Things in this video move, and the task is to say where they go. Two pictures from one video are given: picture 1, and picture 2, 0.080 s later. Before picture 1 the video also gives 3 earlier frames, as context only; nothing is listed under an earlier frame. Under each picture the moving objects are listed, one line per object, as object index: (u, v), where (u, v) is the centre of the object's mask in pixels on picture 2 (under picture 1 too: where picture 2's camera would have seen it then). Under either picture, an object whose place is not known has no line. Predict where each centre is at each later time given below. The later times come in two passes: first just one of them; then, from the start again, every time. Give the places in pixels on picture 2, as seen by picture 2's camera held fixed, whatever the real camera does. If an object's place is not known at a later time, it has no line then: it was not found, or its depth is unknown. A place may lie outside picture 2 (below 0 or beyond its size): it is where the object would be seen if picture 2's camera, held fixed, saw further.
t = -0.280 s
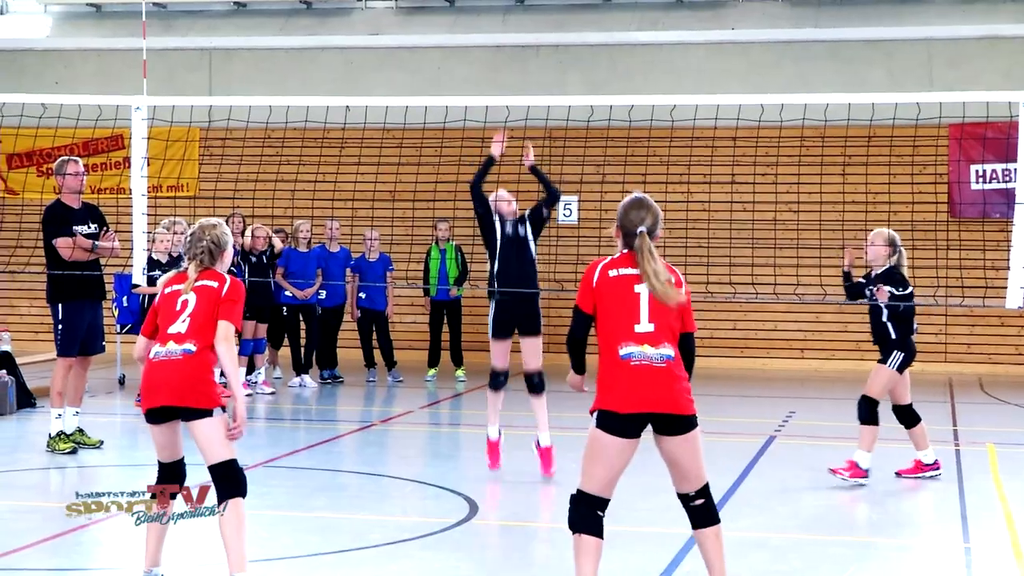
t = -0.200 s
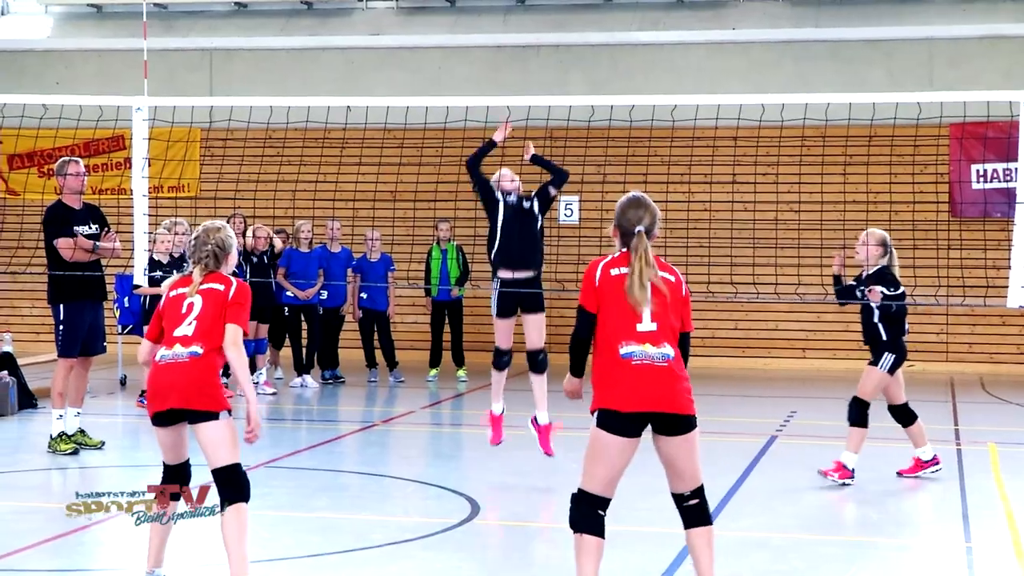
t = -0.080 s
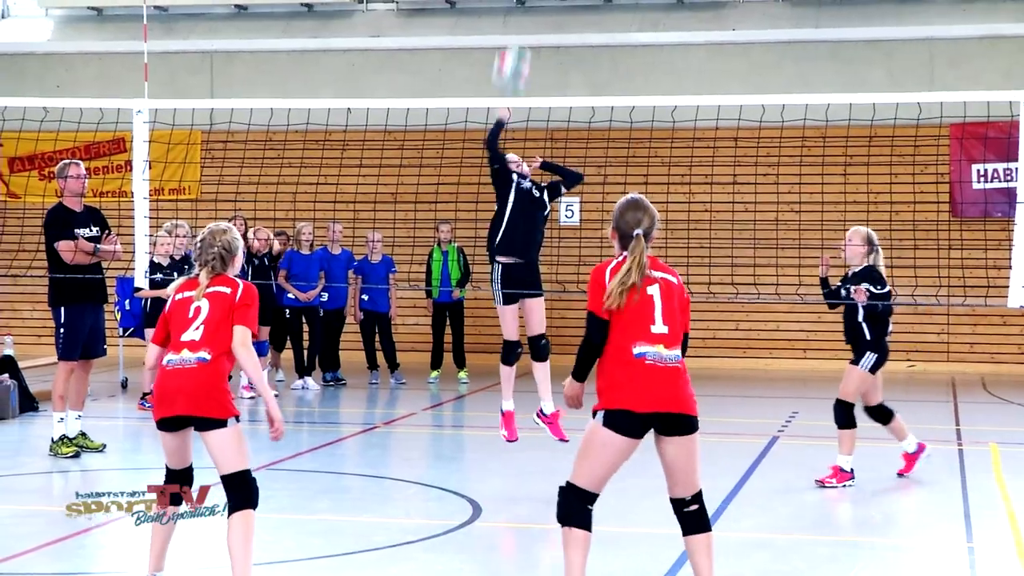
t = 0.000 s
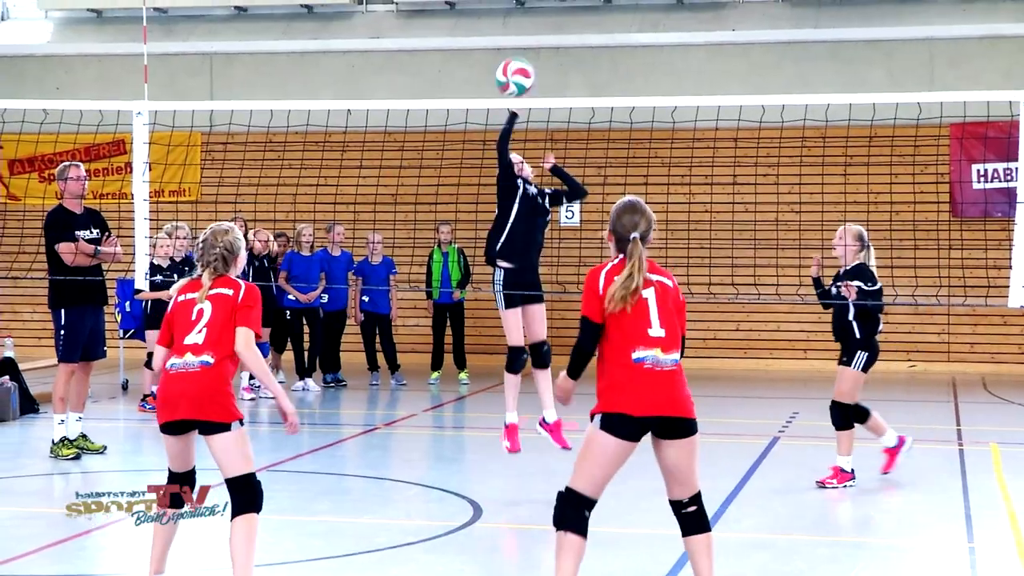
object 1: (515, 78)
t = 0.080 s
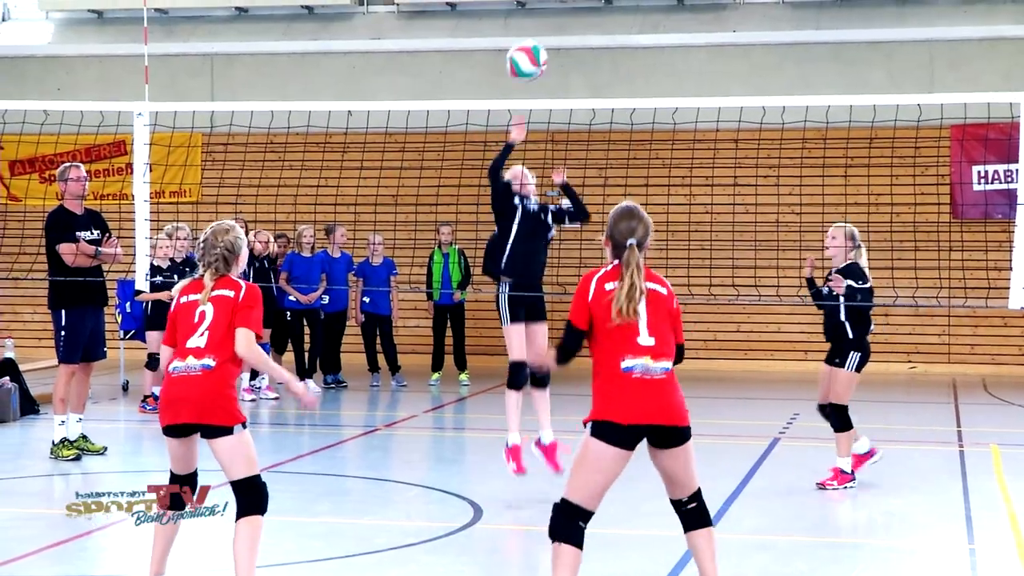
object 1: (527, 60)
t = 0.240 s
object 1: (552, 59)
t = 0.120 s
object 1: (532, 55)
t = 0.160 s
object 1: (539, 53)
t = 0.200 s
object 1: (545, 54)
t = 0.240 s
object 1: (552, 59)
